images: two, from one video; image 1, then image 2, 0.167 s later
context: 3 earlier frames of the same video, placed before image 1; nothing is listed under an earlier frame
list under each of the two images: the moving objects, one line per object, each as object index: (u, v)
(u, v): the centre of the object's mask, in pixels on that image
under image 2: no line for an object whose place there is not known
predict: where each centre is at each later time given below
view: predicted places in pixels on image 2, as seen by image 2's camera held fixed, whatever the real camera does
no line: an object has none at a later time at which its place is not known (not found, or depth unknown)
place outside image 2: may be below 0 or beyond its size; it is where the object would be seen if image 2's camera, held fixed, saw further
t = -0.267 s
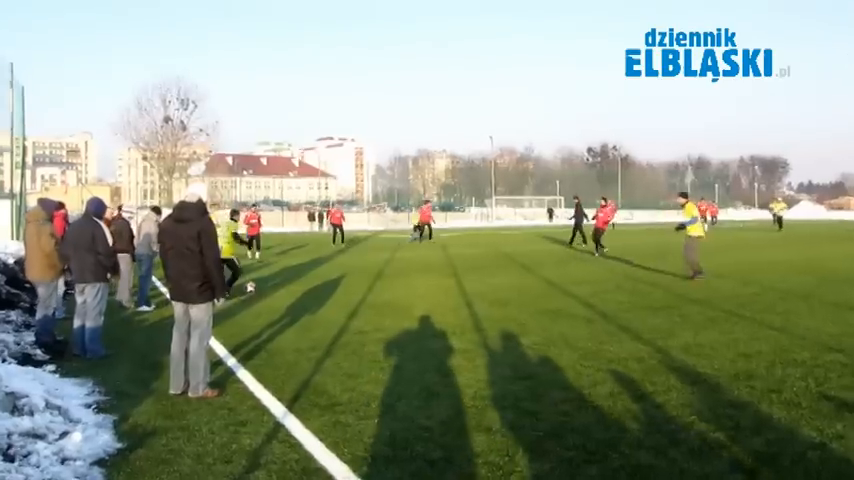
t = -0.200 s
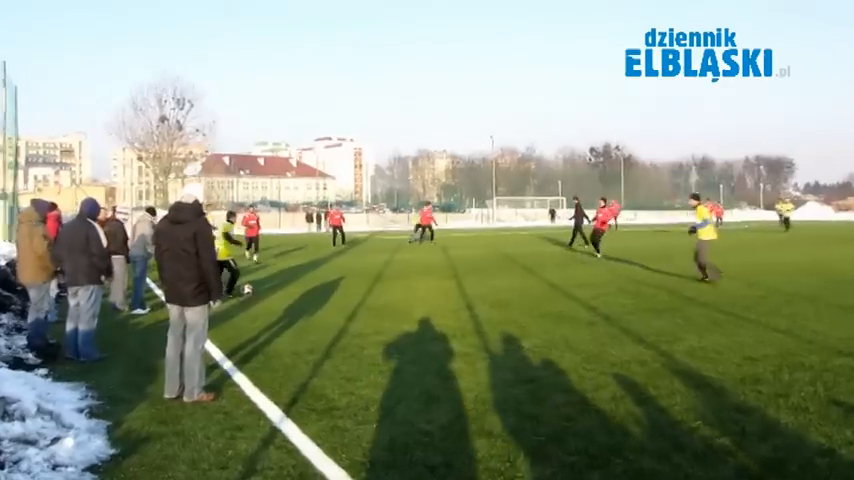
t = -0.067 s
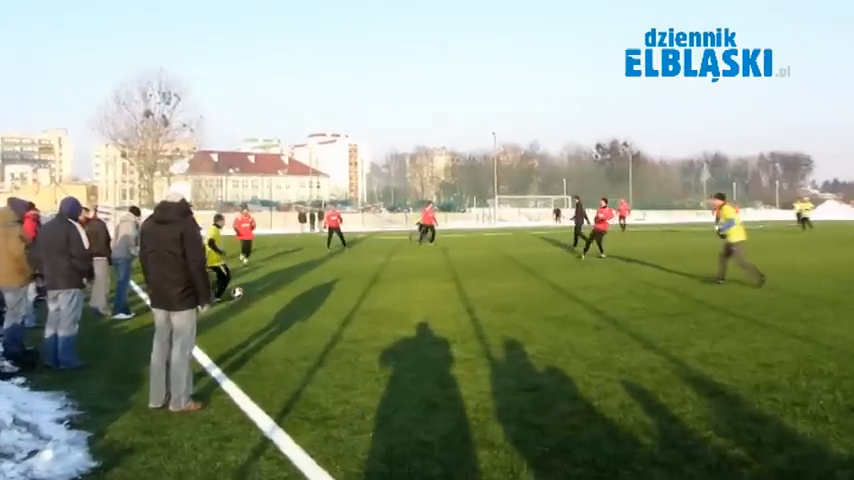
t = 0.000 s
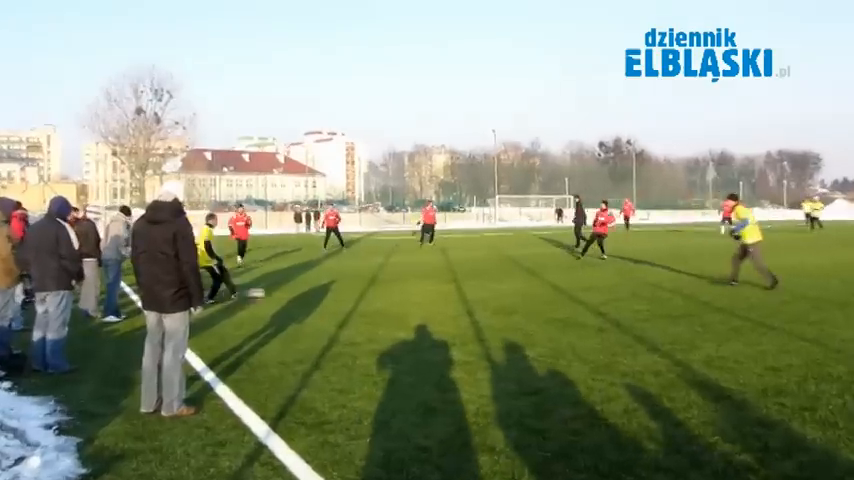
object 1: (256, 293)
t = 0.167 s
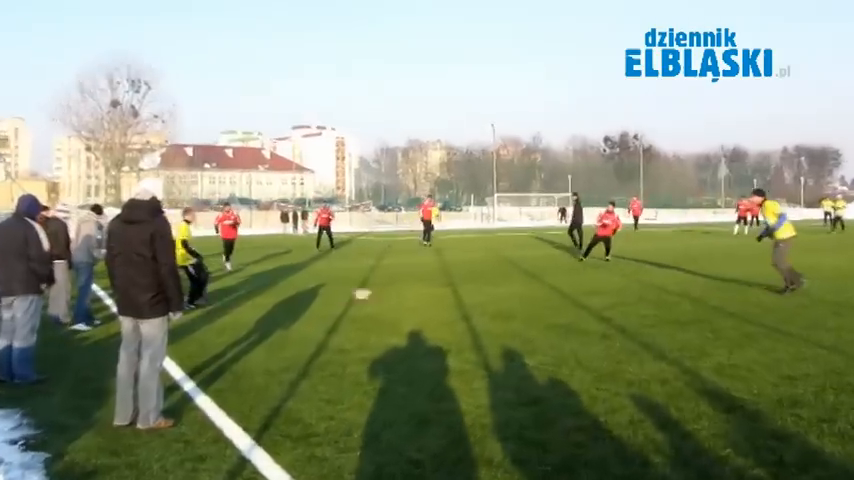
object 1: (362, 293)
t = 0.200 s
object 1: (382, 294)
